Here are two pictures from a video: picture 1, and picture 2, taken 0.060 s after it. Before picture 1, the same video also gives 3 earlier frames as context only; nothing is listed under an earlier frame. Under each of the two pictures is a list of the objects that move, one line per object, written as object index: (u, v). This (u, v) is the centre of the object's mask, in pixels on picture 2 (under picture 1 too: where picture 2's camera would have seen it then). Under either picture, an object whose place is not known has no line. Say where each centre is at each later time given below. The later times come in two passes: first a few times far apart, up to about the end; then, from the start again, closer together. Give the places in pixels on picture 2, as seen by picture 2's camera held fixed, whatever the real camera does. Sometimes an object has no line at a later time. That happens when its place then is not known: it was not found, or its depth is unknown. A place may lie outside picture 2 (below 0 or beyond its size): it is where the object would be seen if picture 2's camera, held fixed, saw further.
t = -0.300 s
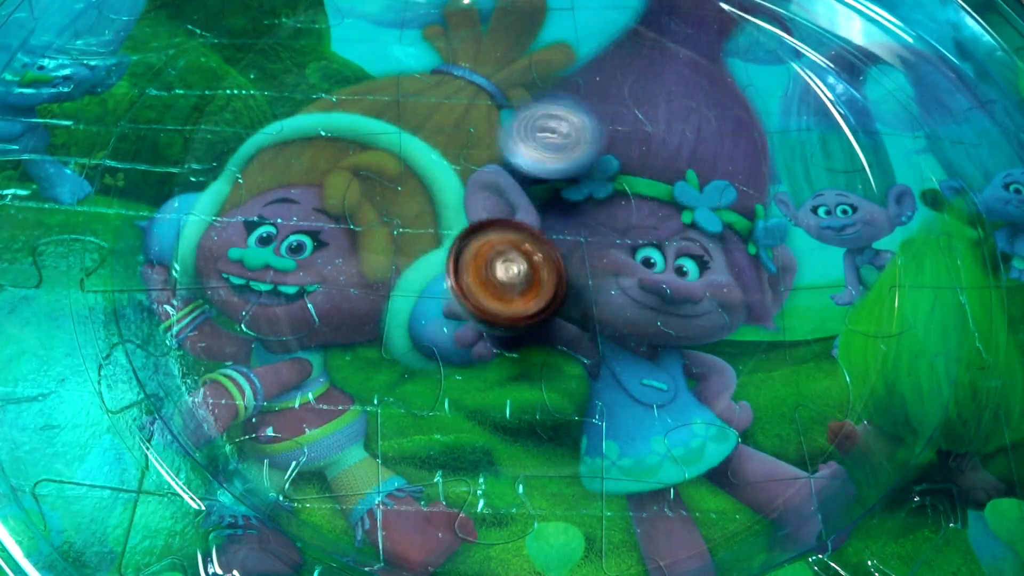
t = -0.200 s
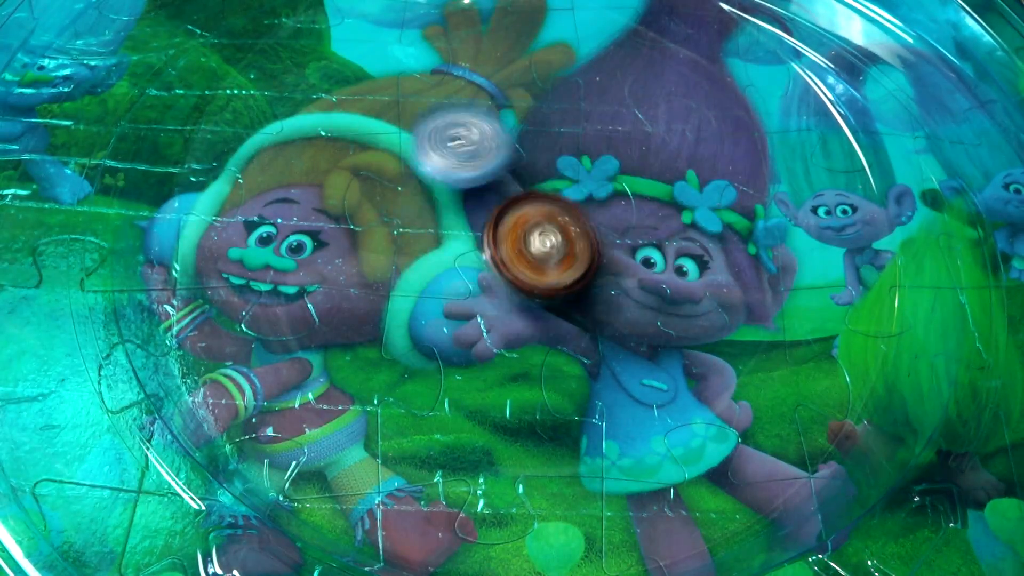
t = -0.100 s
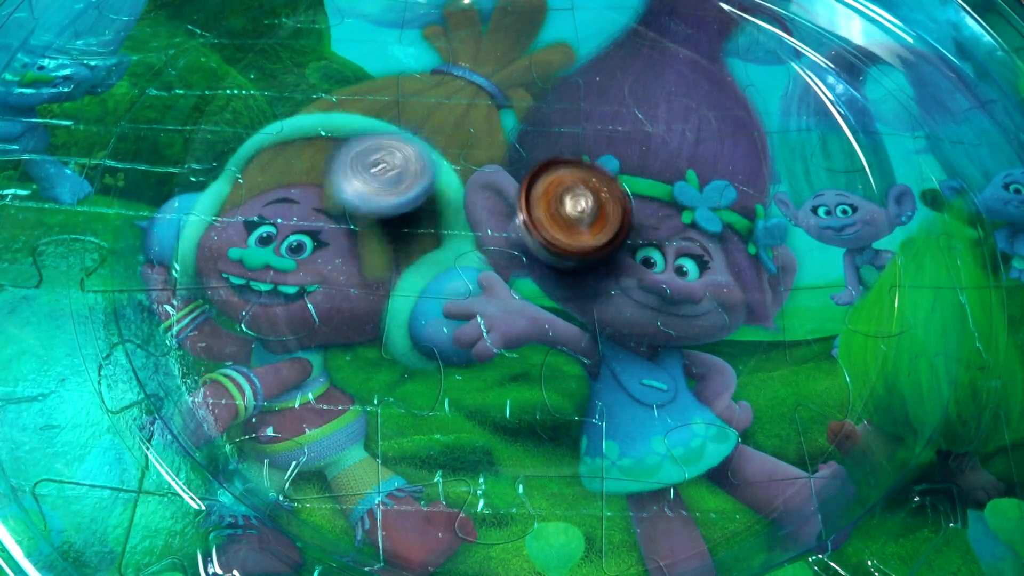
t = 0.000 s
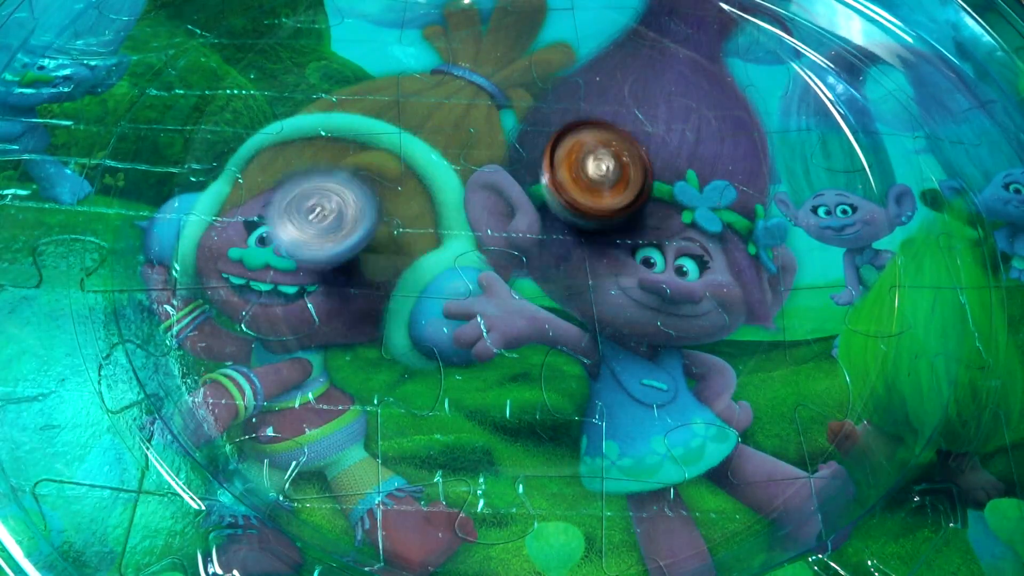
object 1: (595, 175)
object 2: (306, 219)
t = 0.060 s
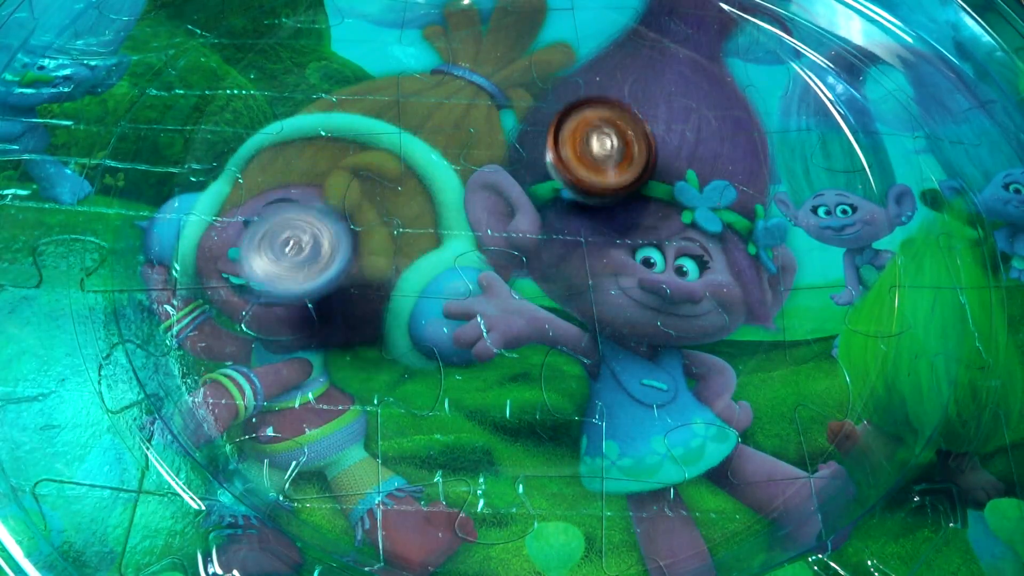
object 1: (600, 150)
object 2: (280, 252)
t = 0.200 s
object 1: (585, 115)
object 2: (253, 335)
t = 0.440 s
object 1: (539, 130)
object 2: (358, 381)
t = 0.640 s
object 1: (551, 182)
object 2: (527, 327)
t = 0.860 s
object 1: (625, 147)
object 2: (599, 304)
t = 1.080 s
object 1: (654, 85)
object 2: (600, 338)
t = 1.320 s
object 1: (625, 80)
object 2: (562, 466)
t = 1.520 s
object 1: (577, 156)
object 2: (474, 516)
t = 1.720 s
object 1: (577, 244)
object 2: (364, 437)
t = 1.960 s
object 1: (617, 318)
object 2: (288, 317)
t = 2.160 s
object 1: (629, 314)
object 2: (275, 231)
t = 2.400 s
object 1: (588, 282)
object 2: (311, 190)
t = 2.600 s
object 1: (530, 275)
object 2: (434, 179)
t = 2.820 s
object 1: (474, 283)
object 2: (542, 141)
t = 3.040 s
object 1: (454, 271)
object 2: (624, 106)
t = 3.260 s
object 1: (458, 247)
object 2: (663, 94)
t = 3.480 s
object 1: (457, 214)
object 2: (634, 172)
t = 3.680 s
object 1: (451, 189)
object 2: (614, 261)
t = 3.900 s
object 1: (459, 189)
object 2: (611, 337)
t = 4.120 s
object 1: (499, 187)
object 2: (597, 371)
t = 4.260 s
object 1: (540, 184)
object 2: (563, 342)
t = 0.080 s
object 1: (599, 143)
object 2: (274, 265)
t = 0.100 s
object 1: (598, 137)
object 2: (268, 278)
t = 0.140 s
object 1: (594, 127)
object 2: (259, 303)
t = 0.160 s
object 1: (592, 123)
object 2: (256, 315)
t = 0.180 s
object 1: (589, 119)
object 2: (255, 325)
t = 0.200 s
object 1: (585, 115)
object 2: (253, 335)
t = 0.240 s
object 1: (577, 111)
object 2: (257, 352)
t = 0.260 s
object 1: (572, 109)
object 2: (261, 360)
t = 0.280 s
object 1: (568, 109)
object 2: (266, 368)
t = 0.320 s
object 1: (558, 110)
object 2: (281, 376)
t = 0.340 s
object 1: (553, 112)
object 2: (289, 380)
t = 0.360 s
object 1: (549, 115)
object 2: (300, 383)
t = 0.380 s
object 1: (546, 118)
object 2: (313, 384)
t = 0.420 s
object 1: (540, 126)
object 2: (343, 382)
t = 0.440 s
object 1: (539, 130)
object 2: (358, 381)
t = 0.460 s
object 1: (537, 136)
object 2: (374, 379)
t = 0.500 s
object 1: (536, 145)
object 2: (410, 376)
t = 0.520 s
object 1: (536, 152)
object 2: (429, 374)
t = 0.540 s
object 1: (537, 158)
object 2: (447, 368)
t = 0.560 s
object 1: (538, 163)
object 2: (466, 363)
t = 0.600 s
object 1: (543, 173)
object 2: (499, 348)
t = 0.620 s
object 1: (547, 178)
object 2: (515, 337)
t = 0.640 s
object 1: (551, 182)
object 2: (527, 327)
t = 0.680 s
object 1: (561, 189)
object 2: (553, 302)
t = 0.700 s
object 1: (567, 190)
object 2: (564, 292)
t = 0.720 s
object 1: (575, 184)
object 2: (569, 293)
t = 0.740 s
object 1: (584, 176)
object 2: (573, 301)
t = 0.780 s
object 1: (599, 164)
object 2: (580, 309)
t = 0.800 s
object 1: (607, 157)
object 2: (583, 310)
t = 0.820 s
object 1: (614, 153)
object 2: (588, 309)
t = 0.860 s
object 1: (625, 147)
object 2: (599, 304)
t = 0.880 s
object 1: (630, 144)
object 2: (608, 297)
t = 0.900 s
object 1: (632, 144)
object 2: (615, 291)
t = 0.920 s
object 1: (635, 143)
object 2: (622, 284)
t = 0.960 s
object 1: (639, 145)
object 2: (631, 264)
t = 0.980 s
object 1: (639, 146)
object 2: (633, 253)
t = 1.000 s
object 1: (641, 143)
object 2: (631, 257)
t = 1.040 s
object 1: (649, 112)
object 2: (618, 300)
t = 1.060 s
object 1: (652, 97)
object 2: (611, 320)
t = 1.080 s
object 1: (654, 85)
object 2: (600, 338)
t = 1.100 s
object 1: (655, 76)
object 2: (593, 355)
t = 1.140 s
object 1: (654, 64)
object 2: (583, 382)
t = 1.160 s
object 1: (653, 60)
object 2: (579, 392)
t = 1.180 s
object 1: (651, 58)
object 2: (577, 403)
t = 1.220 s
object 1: (646, 59)
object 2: (575, 422)
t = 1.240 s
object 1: (642, 61)
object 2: (574, 430)
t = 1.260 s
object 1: (638, 65)
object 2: (572, 439)
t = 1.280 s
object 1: (635, 69)
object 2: (571, 448)
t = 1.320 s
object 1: (625, 80)
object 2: (562, 466)
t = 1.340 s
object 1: (621, 86)
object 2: (555, 474)
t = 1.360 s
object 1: (616, 93)
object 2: (548, 483)
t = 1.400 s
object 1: (605, 107)
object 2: (531, 502)
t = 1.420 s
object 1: (599, 113)
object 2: (520, 513)
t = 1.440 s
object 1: (594, 121)
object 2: (510, 521)
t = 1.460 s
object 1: (590, 129)
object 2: (499, 528)
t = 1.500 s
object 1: (581, 147)
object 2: (483, 522)
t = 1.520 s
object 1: (577, 156)
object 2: (474, 516)
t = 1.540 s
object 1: (575, 164)
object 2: (464, 509)
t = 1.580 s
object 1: (572, 181)
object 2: (440, 494)
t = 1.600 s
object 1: (572, 188)
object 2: (429, 486)
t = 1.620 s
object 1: (572, 197)
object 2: (417, 479)
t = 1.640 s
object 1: (572, 206)
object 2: (405, 471)
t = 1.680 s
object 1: (573, 224)
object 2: (384, 455)
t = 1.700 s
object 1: (575, 234)
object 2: (373, 446)
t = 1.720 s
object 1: (577, 244)
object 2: (364, 437)
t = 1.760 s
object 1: (581, 261)
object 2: (346, 418)
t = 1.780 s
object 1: (583, 268)
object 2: (338, 408)
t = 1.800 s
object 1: (586, 278)
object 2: (330, 397)
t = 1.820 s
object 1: (590, 284)
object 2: (323, 387)
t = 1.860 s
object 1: (597, 298)
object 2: (310, 368)
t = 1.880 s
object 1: (601, 303)
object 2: (305, 358)
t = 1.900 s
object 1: (605, 308)
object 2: (299, 348)
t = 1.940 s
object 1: (614, 315)
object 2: (291, 327)
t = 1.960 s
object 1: (617, 318)
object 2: (288, 317)
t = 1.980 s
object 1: (620, 320)
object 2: (285, 306)
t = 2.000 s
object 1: (623, 320)
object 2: (284, 298)
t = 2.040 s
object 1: (627, 323)
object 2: (281, 279)
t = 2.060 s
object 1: (628, 320)
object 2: (280, 270)
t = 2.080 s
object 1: (629, 321)
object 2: (279, 261)
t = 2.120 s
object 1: (630, 318)
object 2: (277, 246)
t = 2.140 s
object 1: (629, 316)
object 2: (275, 238)
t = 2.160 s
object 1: (629, 314)
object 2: (275, 231)
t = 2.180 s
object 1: (628, 311)
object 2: (275, 224)
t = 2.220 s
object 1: (625, 306)
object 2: (275, 212)
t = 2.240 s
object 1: (623, 303)
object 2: (274, 207)
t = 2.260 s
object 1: (619, 301)
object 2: (276, 202)
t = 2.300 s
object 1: (612, 295)
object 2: (279, 195)
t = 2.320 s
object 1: (608, 292)
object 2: (281, 193)
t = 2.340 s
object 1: (604, 290)
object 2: (285, 192)
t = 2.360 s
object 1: (598, 287)
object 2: (291, 192)
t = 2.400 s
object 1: (588, 282)
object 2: (311, 190)
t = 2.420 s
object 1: (582, 281)
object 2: (322, 192)
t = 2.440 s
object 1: (577, 279)
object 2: (333, 191)
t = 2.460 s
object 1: (570, 277)
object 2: (346, 191)
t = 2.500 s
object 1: (559, 275)
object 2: (371, 189)
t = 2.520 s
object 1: (554, 274)
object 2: (384, 189)
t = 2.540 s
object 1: (548, 274)
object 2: (397, 187)
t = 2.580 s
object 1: (536, 275)
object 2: (422, 183)
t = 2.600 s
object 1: (530, 275)
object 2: (434, 179)
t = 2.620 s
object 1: (524, 275)
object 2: (446, 176)
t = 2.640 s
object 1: (518, 276)
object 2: (457, 170)
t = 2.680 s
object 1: (507, 279)
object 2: (478, 162)
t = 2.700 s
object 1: (501, 280)
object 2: (486, 160)
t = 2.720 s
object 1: (496, 280)
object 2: (494, 157)
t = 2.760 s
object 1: (486, 282)
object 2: (514, 151)
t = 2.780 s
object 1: (482, 282)
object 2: (524, 147)
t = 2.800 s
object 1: (477, 283)
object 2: (533, 144)
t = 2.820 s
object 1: (474, 283)
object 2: (542, 141)
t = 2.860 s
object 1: (467, 283)
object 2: (559, 134)
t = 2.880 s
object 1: (464, 282)
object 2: (568, 130)
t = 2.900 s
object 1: (462, 281)
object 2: (575, 126)
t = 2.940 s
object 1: (458, 279)
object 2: (590, 120)
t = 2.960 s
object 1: (457, 278)
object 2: (597, 117)
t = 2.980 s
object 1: (456, 276)
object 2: (604, 114)
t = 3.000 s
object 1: (455, 275)
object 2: (611, 111)
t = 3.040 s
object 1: (454, 271)
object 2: (624, 106)
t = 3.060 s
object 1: (453, 269)
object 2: (629, 104)
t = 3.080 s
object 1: (453, 266)
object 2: (634, 102)
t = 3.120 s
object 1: (454, 262)
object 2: (645, 97)
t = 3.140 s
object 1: (455, 260)
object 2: (649, 96)
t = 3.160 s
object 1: (456, 258)
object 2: (654, 94)
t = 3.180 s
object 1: (457, 257)
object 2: (657, 93)
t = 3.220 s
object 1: (457, 251)
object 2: (662, 92)
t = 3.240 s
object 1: (458, 249)
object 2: (663, 93)
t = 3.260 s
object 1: (458, 247)
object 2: (663, 94)
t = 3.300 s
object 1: (459, 242)
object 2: (659, 101)
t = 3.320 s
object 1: (460, 239)
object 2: (658, 105)
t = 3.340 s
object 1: (460, 237)
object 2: (655, 110)
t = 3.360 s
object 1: (460, 234)
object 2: (652, 117)
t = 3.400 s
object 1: (459, 228)
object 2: (647, 133)
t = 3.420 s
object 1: (458, 224)
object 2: (644, 141)
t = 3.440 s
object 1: (458, 220)
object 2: (641, 150)
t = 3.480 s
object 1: (457, 214)
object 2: (634, 172)
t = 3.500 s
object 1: (456, 210)
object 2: (632, 181)
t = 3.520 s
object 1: (455, 206)
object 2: (629, 191)
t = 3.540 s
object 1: (454, 204)
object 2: (625, 201)
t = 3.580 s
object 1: (453, 198)
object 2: (620, 220)
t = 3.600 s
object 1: (452, 195)
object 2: (619, 229)
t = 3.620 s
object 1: (452, 193)
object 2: (617, 238)
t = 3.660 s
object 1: (451, 190)
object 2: (614, 253)
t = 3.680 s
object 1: (451, 189)
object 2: (614, 261)
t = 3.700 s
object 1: (451, 187)
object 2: (614, 269)
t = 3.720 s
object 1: (451, 187)
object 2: (614, 276)
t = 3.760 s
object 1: (452, 187)
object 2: (614, 289)
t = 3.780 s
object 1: (452, 187)
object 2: (612, 296)
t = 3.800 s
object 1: (453, 187)
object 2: (612, 303)
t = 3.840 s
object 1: (455, 188)
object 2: (612, 317)
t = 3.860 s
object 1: (456, 188)
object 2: (612, 325)
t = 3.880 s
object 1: (457, 189)
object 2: (610, 331)
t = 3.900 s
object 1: (459, 189)
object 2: (611, 337)
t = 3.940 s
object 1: (463, 190)
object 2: (610, 349)
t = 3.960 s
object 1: (466, 190)
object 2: (609, 354)
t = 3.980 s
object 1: (469, 190)
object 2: (609, 359)
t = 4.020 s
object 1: (476, 190)
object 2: (607, 366)
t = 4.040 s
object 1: (480, 189)
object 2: (606, 369)
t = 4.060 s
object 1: (485, 189)
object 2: (604, 371)
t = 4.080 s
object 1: (489, 188)
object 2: (602, 372)
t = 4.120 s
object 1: (499, 187)
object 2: (597, 371)
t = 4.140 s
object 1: (504, 187)
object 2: (593, 369)
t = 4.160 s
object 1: (509, 187)
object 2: (589, 365)
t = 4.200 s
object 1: (521, 186)
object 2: (580, 357)
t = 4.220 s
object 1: (528, 185)
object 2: (575, 352)
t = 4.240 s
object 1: (534, 185)
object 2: (569, 347)
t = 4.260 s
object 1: (540, 184)
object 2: (563, 342)
